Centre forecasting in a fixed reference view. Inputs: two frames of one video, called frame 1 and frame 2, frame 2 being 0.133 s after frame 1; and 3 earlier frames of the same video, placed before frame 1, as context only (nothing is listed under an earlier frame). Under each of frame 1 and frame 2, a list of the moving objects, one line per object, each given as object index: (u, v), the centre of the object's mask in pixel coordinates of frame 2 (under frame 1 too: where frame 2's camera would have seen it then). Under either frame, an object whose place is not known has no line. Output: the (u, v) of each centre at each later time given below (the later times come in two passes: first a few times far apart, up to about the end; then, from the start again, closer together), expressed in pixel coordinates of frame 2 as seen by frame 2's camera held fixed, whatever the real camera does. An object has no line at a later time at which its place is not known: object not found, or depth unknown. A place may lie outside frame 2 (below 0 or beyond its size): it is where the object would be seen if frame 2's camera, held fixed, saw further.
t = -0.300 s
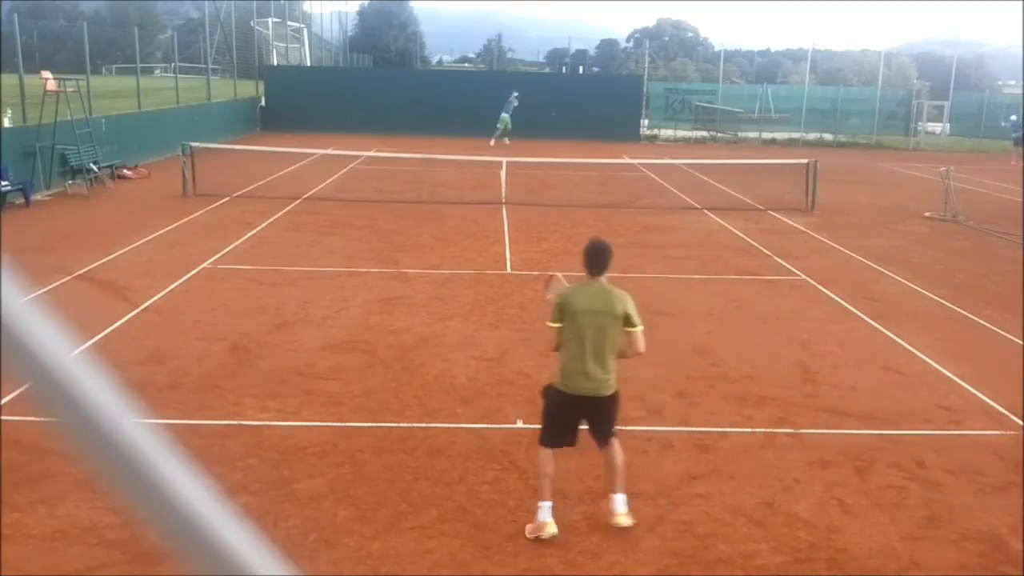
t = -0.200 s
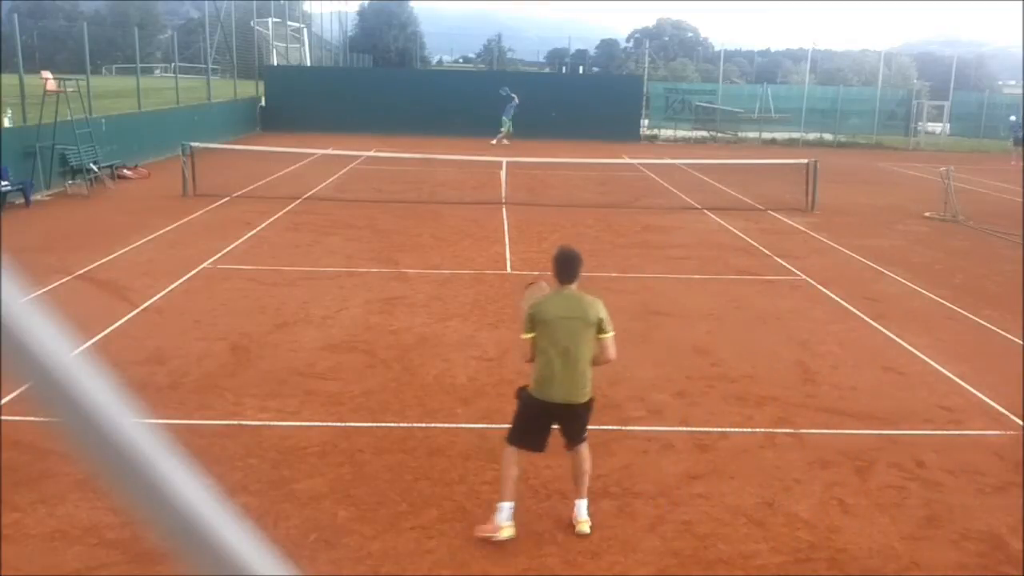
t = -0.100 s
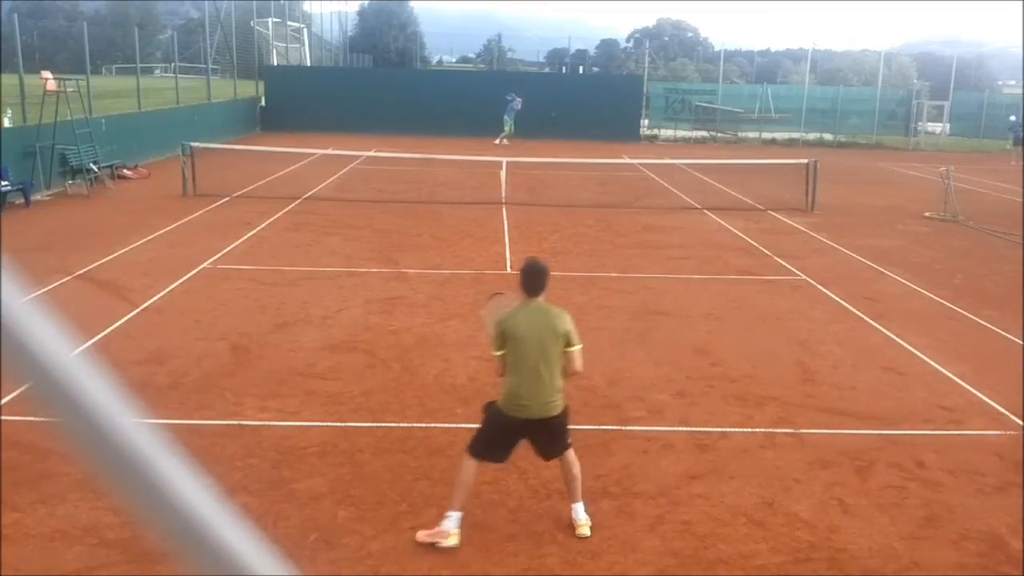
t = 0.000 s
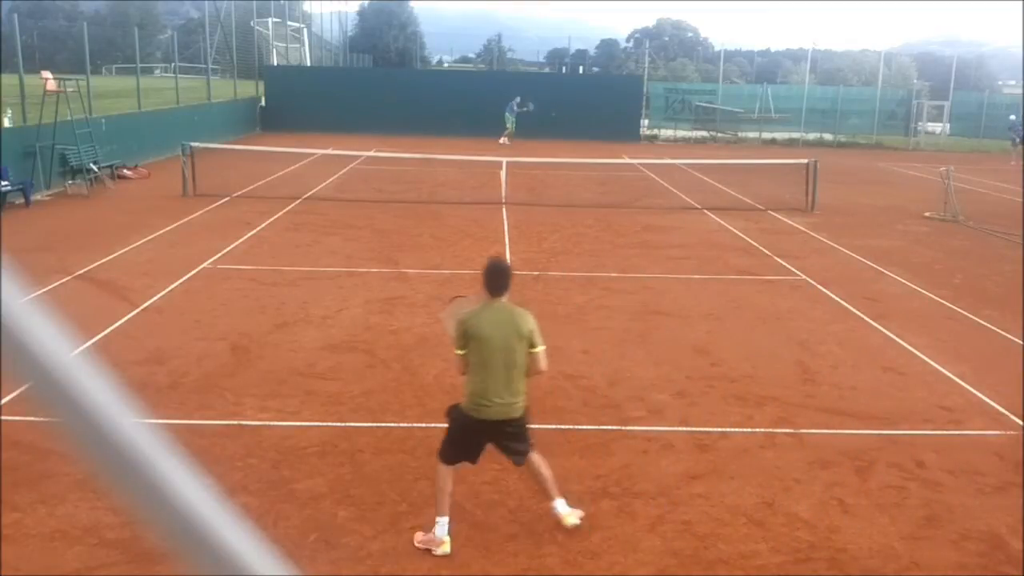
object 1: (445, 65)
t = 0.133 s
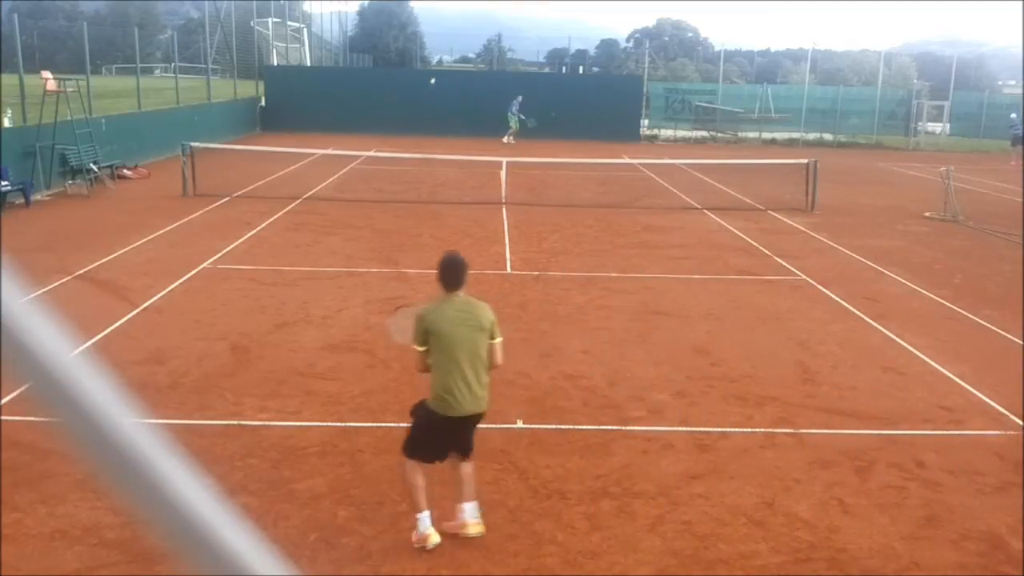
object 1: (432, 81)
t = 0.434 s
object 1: (391, 173)
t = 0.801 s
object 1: (331, 229)
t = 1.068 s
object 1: (282, 220)
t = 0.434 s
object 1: (391, 173)
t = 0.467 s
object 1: (384, 190)
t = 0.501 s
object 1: (378, 209)
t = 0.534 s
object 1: (371, 229)
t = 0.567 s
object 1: (364, 251)
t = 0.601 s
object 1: (357, 272)
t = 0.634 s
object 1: (352, 263)
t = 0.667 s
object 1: (349, 255)
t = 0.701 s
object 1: (344, 247)
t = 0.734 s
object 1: (340, 241)
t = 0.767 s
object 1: (335, 234)
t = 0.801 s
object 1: (331, 229)
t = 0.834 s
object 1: (325, 224)
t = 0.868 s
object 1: (320, 220)
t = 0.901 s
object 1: (314, 217)
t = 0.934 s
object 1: (309, 215)
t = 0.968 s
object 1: (302, 215)
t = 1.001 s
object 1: (295, 214)
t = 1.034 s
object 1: (289, 216)
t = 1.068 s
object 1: (282, 220)
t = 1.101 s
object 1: (275, 224)
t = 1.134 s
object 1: (267, 230)
